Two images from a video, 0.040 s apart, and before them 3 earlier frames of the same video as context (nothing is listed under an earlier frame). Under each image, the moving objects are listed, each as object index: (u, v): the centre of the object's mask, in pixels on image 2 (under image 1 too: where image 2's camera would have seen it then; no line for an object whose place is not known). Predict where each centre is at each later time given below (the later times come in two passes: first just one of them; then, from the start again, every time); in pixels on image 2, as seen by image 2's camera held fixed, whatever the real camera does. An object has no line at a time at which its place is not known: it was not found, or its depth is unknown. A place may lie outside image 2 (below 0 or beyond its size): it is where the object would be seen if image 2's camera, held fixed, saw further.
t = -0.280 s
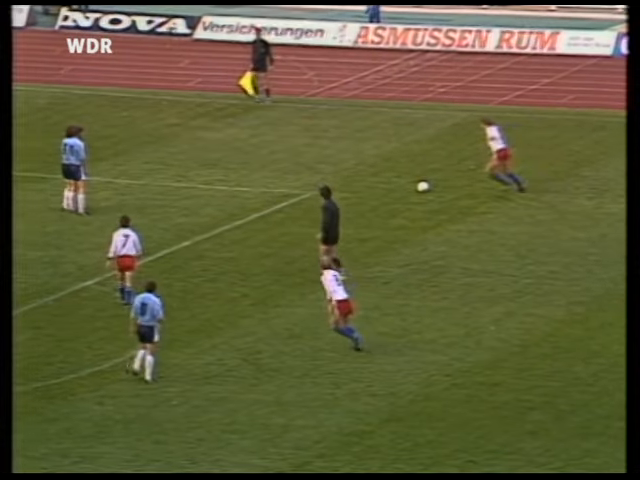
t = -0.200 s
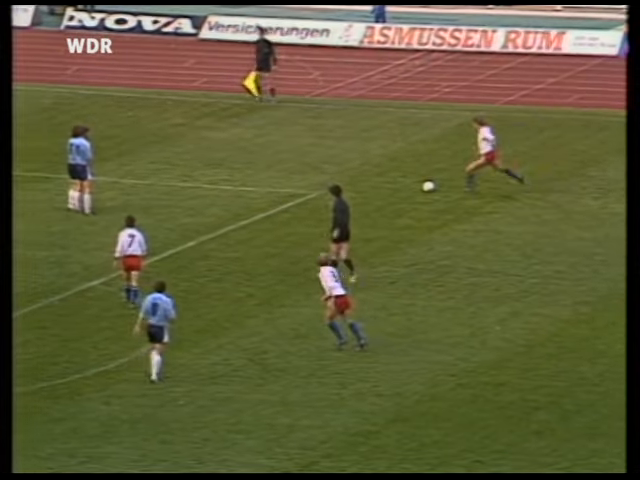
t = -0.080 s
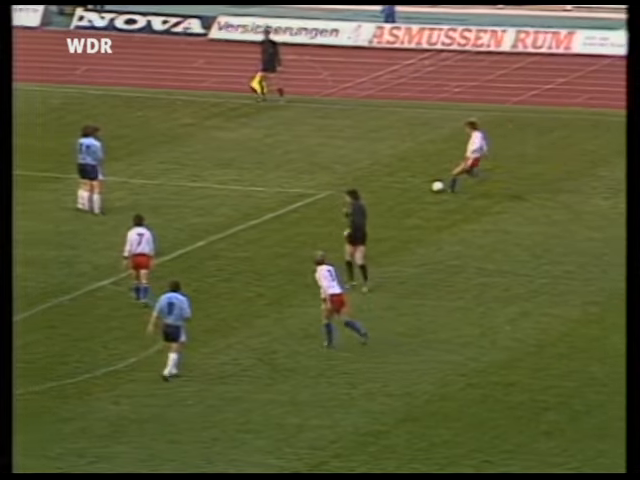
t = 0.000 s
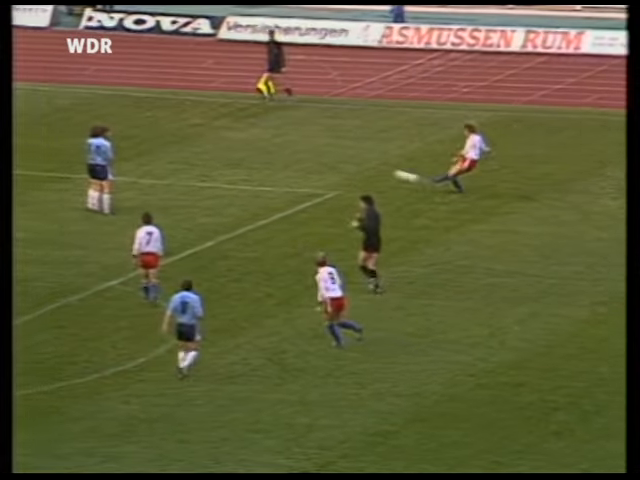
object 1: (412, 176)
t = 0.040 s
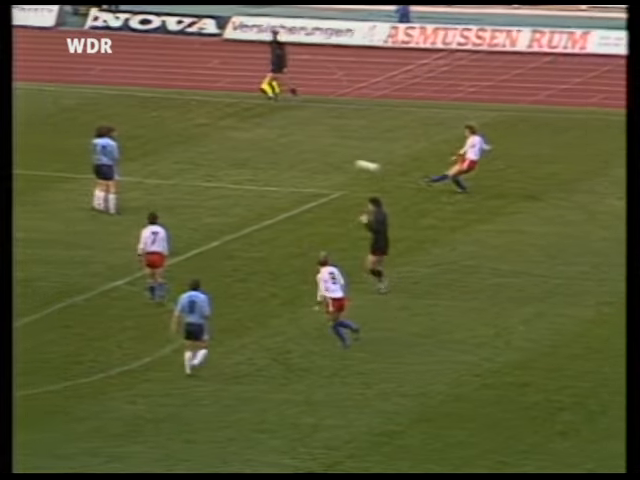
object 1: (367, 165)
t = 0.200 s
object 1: (195, 132)
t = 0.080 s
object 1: (323, 155)
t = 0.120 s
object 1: (280, 146)
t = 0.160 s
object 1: (237, 138)
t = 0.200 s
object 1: (195, 132)
